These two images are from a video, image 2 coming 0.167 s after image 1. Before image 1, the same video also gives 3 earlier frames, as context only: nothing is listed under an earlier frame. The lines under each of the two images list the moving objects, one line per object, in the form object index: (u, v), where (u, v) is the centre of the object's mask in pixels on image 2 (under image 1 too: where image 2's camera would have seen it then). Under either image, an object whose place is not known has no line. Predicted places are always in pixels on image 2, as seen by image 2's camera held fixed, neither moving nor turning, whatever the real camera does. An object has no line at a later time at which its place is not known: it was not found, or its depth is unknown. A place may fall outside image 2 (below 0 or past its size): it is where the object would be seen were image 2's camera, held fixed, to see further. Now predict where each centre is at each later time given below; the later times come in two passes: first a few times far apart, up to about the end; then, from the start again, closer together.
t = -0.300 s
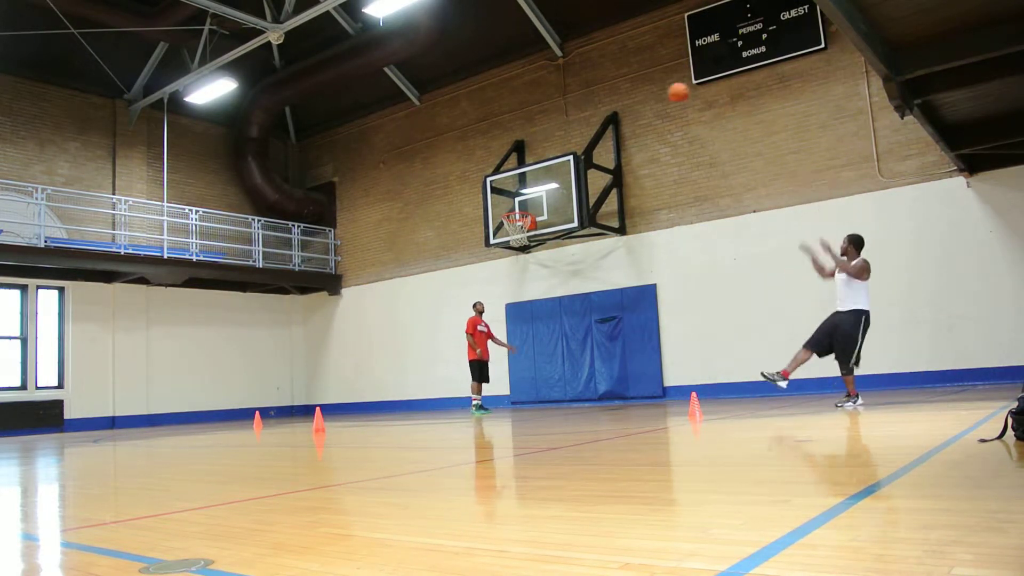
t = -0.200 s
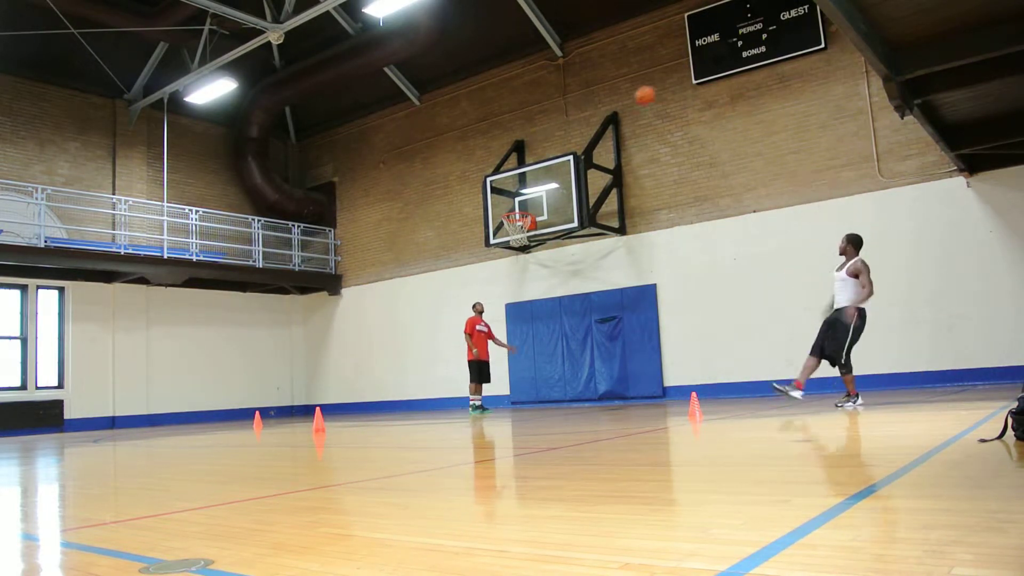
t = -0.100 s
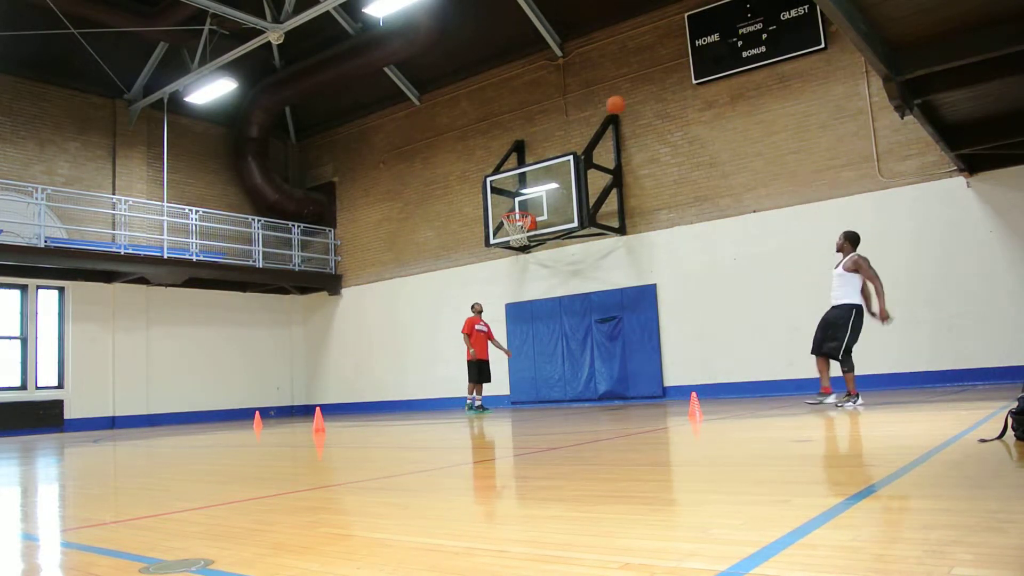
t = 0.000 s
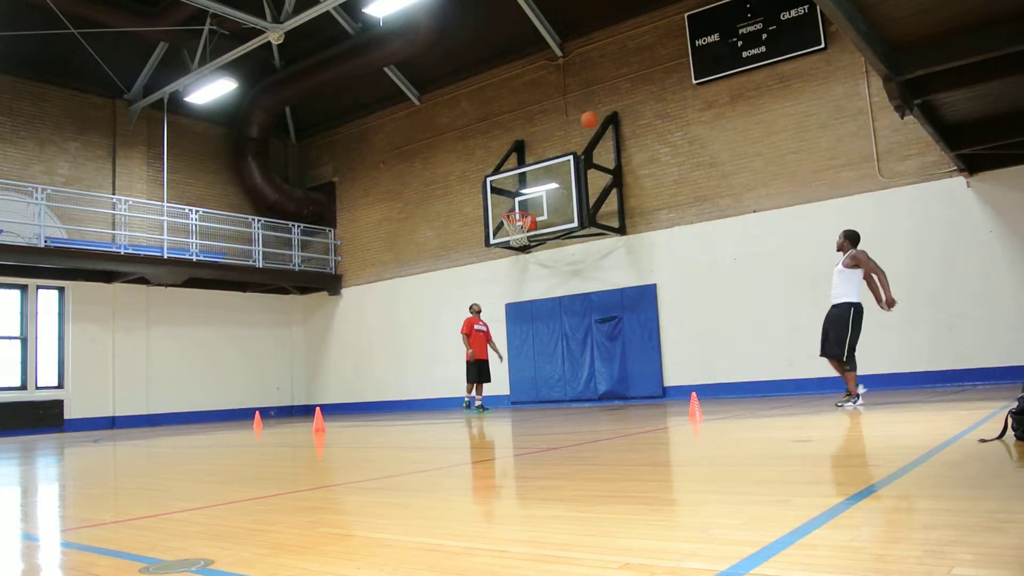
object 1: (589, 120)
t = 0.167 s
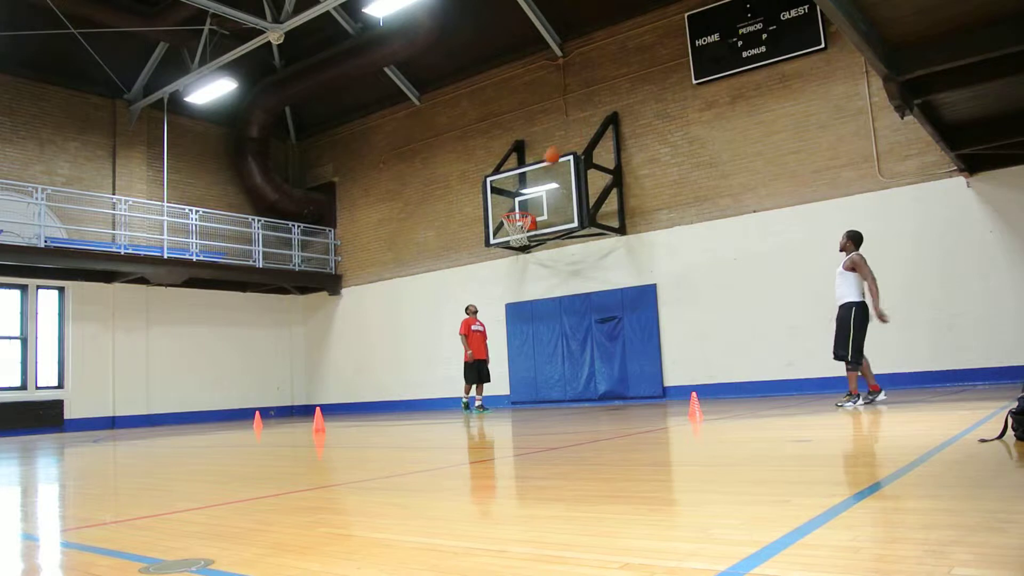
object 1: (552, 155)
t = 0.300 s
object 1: (526, 195)
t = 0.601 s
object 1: (528, 263)
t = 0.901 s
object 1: (553, 376)
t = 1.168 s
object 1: (570, 329)
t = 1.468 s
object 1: (593, 271)
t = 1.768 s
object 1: (623, 278)
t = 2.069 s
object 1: (662, 362)
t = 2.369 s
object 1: (695, 331)
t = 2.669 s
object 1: (729, 295)
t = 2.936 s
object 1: (770, 336)
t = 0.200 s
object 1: (545, 165)
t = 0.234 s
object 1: (539, 175)
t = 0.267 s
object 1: (532, 183)
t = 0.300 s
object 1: (526, 195)
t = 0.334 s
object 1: (520, 205)
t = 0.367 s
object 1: (516, 215)
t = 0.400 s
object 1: (515, 222)
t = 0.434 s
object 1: (517, 229)
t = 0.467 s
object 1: (519, 237)
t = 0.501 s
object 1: (522, 243)
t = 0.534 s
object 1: (523, 247)
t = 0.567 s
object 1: (526, 255)
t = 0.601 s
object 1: (528, 263)
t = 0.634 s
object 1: (530, 272)
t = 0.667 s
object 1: (533, 282)
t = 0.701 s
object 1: (536, 292)
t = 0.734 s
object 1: (538, 305)
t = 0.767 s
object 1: (541, 316)
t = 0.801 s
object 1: (543, 330)
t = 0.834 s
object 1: (546, 344)
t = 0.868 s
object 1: (549, 359)
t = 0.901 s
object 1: (553, 376)
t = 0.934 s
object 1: (555, 393)
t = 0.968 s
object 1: (558, 400)
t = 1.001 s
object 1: (560, 386)
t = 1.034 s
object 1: (562, 373)
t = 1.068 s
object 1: (564, 362)
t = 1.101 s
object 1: (566, 350)
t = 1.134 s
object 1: (568, 339)
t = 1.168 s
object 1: (570, 329)
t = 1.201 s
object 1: (572, 320)
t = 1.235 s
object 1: (575, 311)
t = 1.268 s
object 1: (577, 304)
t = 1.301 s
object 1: (580, 297)
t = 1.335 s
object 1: (582, 290)
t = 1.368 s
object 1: (585, 284)
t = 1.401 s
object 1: (588, 279)
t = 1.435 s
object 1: (590, 274)
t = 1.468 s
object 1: (593, 271)
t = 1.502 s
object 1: (596, 269)
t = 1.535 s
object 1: (599, 267)
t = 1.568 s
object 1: (602, 266)
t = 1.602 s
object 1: (606, 265)
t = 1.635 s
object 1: (609, 266)
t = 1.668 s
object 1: (612, 268)
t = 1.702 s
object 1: (616, 270)
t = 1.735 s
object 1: (620, 273)
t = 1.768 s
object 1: (623, 278)
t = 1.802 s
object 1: (627, 283)
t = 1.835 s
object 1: (632, 290)
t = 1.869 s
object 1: (636, 297)
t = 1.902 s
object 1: (640, 305)
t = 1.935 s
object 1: (644, 314)
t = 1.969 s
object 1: (648, 324)
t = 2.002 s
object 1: (653, 336)
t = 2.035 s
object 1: (657, 348)
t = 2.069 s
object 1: (662, 362)
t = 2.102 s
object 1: (668, 378)
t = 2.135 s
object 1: (674, 394)
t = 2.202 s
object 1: (680, 385)
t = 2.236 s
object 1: (683, 372)
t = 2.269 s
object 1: (686, 360)
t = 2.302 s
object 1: (689, 350)
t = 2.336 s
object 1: (692, 340)
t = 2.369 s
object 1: (695, 331)
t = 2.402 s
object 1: (698, 324)
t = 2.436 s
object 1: (702, 317)
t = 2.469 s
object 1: (705, 310)
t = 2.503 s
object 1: (709, 305)
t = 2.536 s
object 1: (713, 301)
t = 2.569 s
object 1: (717, 298)
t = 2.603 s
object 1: (721, 296)
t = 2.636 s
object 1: (725, 295)
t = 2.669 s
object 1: (729, 295)
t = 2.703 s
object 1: (734, 296)
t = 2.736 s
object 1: (738, 298)
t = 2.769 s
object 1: (743, 302)
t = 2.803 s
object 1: (748, 306)
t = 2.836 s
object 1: (753, 312)
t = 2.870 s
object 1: (759, 319)
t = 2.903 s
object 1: (764, 327)
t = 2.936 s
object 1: (770, 336)
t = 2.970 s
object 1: (776, 347)
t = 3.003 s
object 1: (782, 359)
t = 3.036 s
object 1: (789, 374)
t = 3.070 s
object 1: (796, 388)
